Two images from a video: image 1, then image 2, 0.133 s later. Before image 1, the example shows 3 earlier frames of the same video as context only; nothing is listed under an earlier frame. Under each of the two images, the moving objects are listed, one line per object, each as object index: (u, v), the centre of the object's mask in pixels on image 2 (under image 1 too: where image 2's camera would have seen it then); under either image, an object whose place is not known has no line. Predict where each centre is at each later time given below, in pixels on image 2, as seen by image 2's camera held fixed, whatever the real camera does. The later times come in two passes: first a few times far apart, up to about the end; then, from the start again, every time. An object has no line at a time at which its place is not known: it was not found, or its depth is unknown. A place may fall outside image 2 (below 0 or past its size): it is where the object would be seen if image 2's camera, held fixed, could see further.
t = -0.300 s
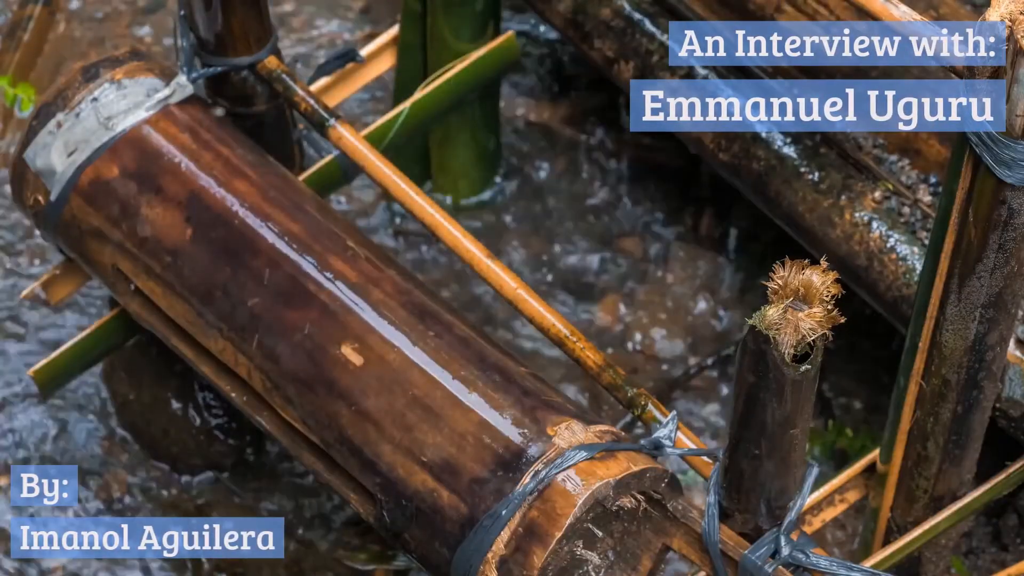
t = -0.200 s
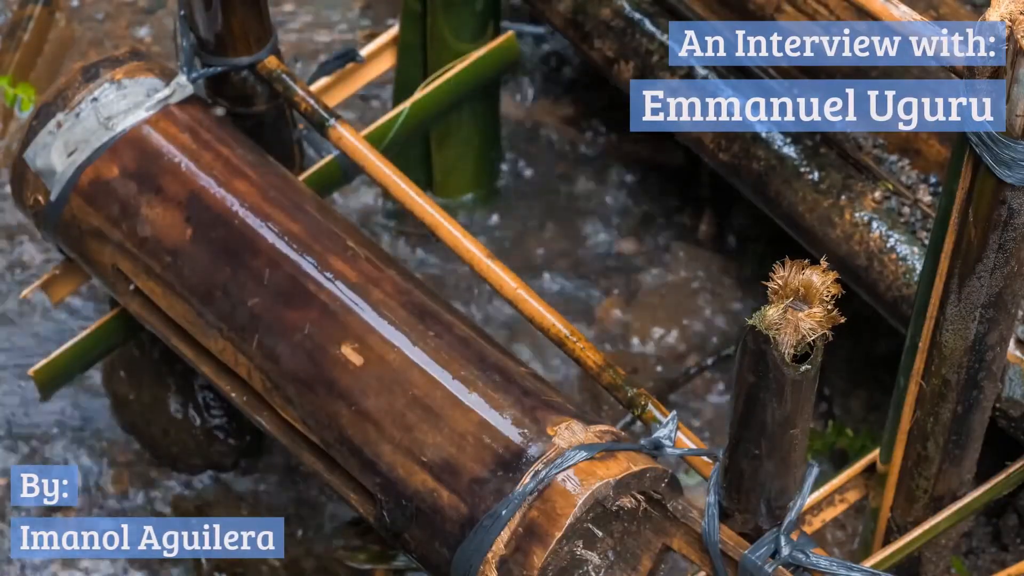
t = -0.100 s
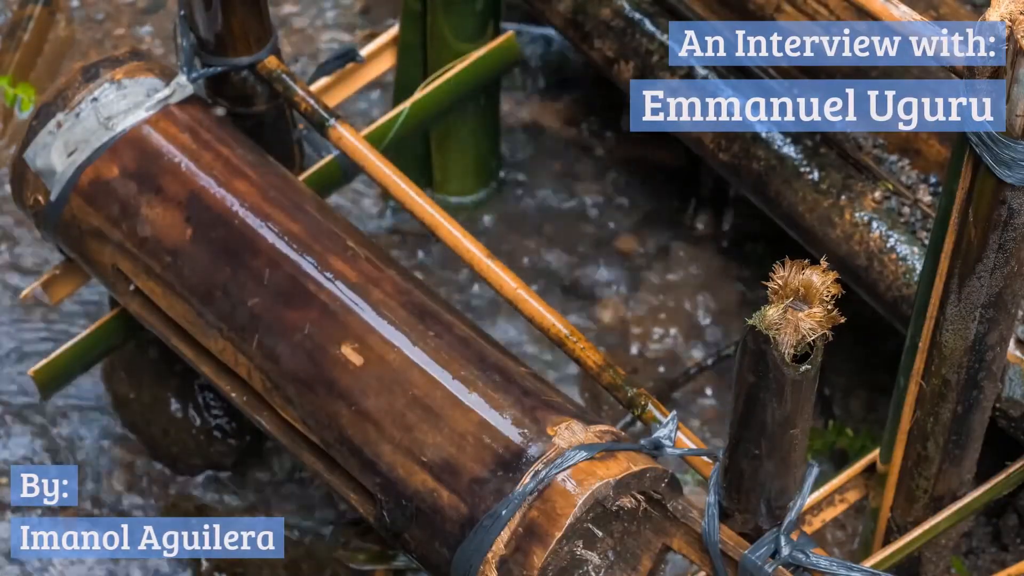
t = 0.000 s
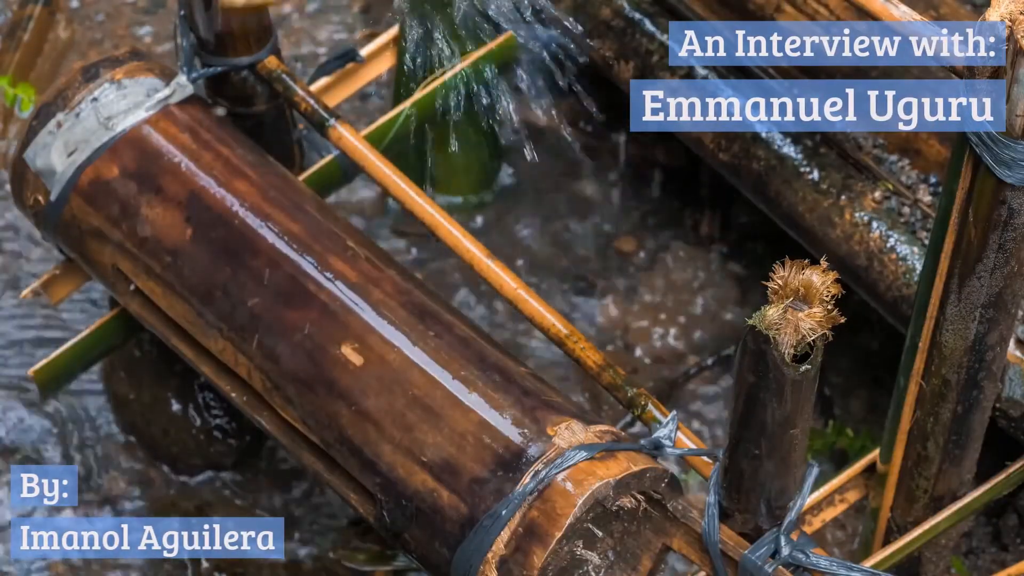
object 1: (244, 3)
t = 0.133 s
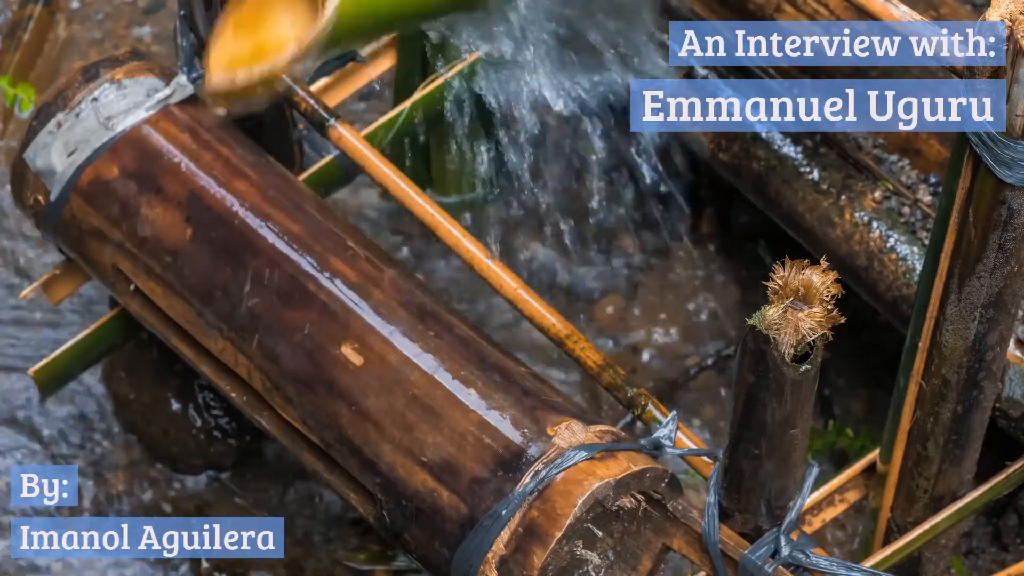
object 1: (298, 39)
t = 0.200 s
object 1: (325, 57)
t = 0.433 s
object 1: (379, 158)
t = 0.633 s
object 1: (448, 202)
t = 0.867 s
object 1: (442, 196)
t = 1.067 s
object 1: (443, 195)
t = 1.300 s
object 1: (432, 192)
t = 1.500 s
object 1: (405, 177)
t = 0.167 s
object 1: (315, 44)
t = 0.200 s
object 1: (325, 57)
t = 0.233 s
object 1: (332, 71)
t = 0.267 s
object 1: (334, 84)
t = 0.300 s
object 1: (345, 96)
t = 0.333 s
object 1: (359, 108)
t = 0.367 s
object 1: (369, 125)
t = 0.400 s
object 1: (376, 143)
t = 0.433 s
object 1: (379, 158)
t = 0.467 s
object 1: (389, 166)
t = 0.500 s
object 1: (405, 173)
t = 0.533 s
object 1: (418, 186)
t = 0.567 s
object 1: (428, 198)
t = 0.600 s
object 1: (432, 209)
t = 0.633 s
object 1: (448, 202)
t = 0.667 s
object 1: (452, 200)
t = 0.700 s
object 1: (447, 199)
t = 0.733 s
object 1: (445, 198)
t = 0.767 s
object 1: (444, 196)
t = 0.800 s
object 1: (443, 196)
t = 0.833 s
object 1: (443, 195)
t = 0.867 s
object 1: (442, 196)
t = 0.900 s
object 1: (443, 195)
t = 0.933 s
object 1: (443, 194)
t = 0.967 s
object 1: (444, 194)
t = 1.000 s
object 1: (444, 194)
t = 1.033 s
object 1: (443, 195)
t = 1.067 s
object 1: (443, 195)
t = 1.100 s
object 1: (443, 195)
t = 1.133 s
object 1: (442, 195)
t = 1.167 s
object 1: (441, 194)
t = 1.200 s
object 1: (440, 194)
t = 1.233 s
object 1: (438, 194)
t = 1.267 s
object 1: (435, 193)
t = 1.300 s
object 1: (432, 192)
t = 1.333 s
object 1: (429, 190)
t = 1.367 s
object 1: (424, 188)
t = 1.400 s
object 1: (418, 186)
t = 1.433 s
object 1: (412, 185)
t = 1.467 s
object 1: (410, 181)
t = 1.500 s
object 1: (405, 177)
